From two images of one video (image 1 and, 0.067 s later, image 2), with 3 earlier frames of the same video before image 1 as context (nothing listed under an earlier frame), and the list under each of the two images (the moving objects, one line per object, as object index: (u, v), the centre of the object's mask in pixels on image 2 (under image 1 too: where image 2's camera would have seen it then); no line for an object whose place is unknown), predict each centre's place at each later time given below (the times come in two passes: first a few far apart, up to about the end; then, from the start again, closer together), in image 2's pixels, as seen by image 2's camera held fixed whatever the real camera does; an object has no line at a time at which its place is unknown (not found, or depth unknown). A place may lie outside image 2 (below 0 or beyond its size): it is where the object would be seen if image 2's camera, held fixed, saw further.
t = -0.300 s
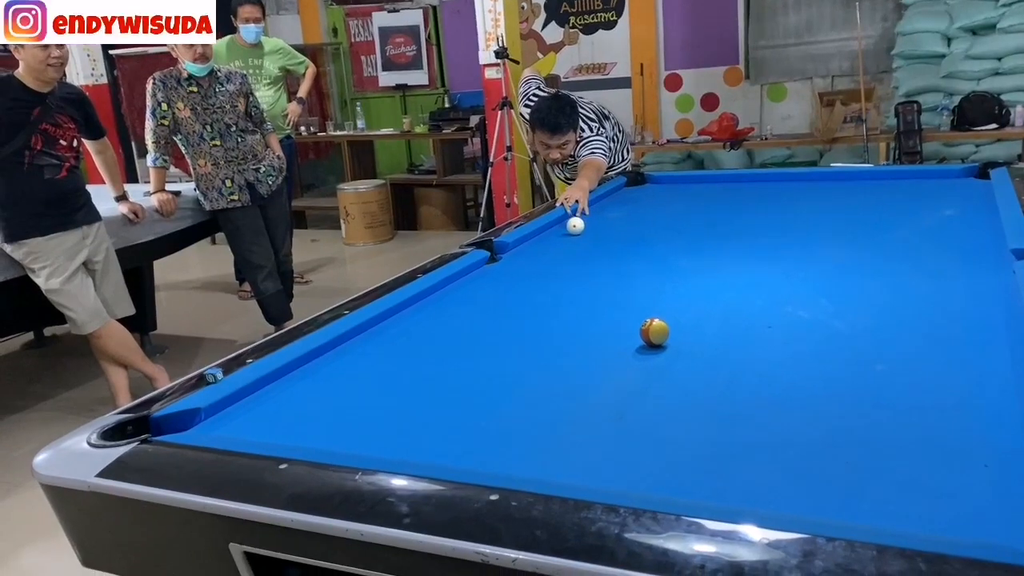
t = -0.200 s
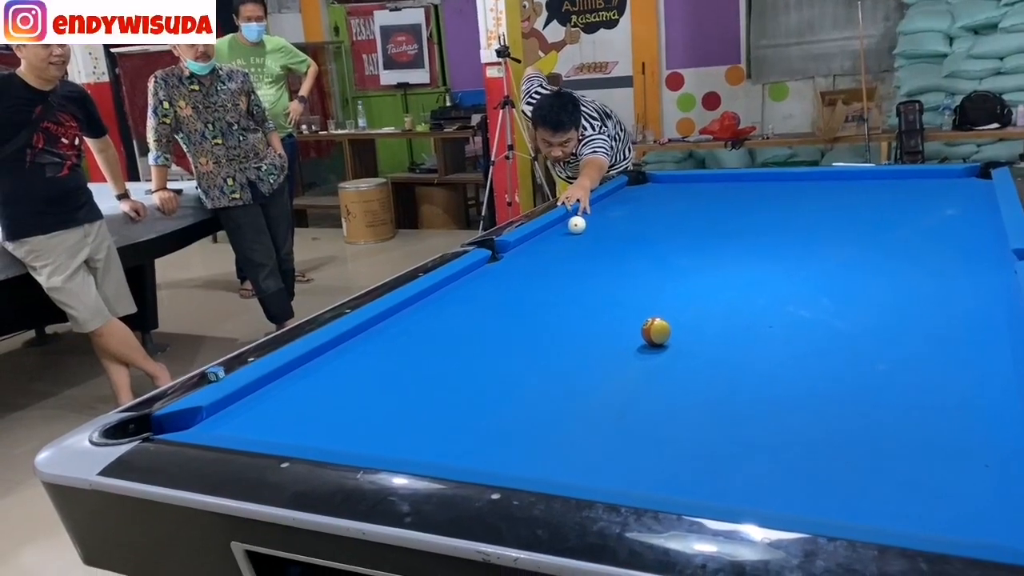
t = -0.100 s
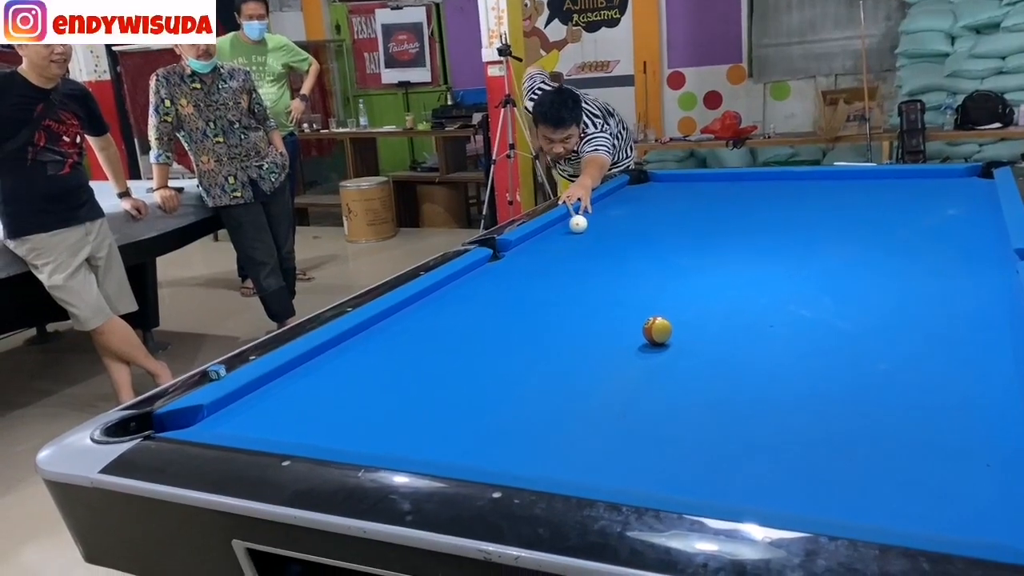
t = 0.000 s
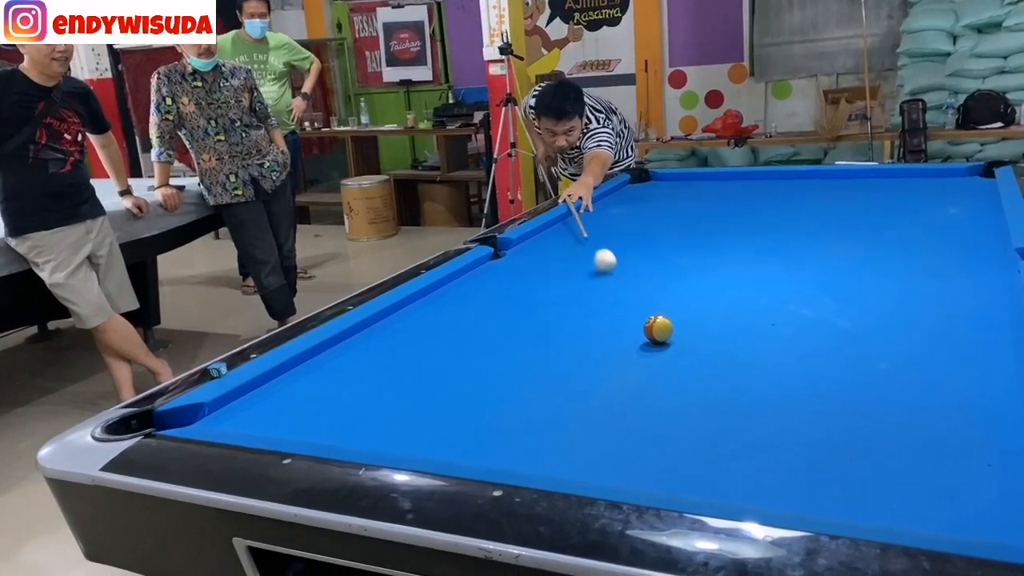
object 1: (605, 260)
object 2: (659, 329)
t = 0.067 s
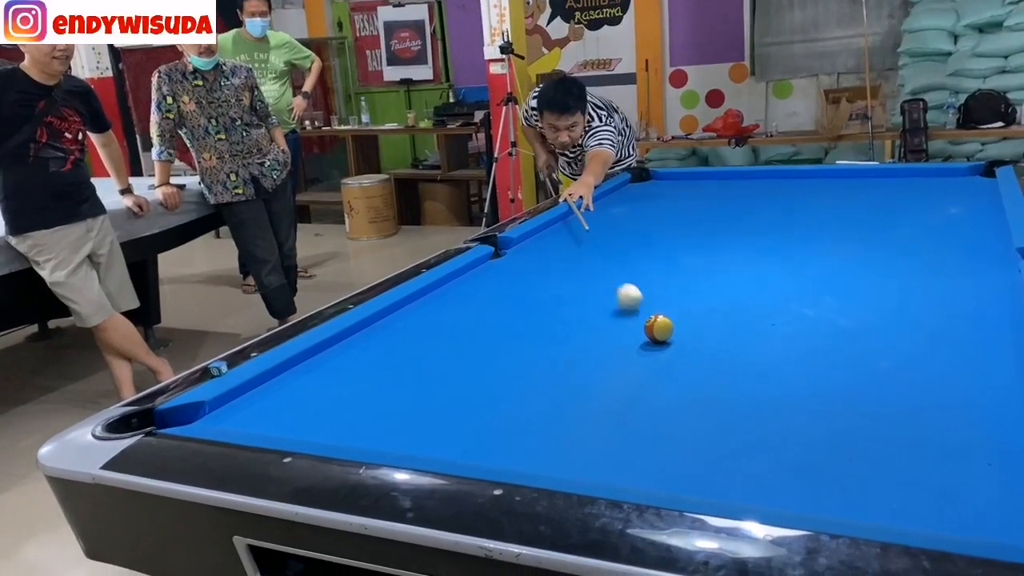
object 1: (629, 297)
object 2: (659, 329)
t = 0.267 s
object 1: (538, 351)
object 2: (939, 473)
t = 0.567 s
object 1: (342, 432)
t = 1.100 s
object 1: (355, 332)
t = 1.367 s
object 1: (432, 309)
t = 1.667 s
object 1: (504, 288)
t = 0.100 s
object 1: (641, 319)
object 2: (662, 330)
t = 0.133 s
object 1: (622, 324)
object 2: (700, 349)
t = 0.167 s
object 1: (600, 332)
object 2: (747, 373)
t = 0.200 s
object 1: (579, 337)
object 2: (800, 400)
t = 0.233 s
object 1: (559, 344)
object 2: (863, 433)
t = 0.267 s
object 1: (538, 351)
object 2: (939, 473)
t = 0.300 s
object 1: (519, 359)
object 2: (1013, 512)
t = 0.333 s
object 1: (500, 367)
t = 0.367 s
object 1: (481, 376)
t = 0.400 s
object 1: (460, 385)
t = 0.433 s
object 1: (439, 394)
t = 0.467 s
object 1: (416, 404)
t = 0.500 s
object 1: (392, 414)
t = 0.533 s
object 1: (368, 426)
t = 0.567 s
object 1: (342, 432)
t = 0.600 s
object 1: (335, 430)
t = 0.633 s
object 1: (337, 424)
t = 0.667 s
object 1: (338, 415)
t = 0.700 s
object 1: (340, 407)
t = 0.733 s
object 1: (341, 399)
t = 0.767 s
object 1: (343, 391)
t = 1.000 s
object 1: (351, 348)
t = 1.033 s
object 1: (352, 342)
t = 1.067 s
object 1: (353, 337)
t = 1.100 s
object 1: (355, 332)
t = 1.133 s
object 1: (366, 329)
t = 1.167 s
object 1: (376, 326)
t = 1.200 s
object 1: (386, 323)
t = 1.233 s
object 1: (395, 320)
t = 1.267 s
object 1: (405, 317)
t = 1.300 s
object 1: (414, 315)
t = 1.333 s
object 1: (423, 312)
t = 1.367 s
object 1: (432, 309)
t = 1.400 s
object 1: (441, 307)
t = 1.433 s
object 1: (449, 304)
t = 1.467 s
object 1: (457, 301)
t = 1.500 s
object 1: (466, 299)
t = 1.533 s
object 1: (474, 297)
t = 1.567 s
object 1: (481, 294)
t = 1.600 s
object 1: (489, 292)
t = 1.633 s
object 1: (497, 290)
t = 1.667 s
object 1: (504, 288)
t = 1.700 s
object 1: (511, 285)
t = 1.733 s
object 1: (519, 283)
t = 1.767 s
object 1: (526, 281)
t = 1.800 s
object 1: (533, 279)
